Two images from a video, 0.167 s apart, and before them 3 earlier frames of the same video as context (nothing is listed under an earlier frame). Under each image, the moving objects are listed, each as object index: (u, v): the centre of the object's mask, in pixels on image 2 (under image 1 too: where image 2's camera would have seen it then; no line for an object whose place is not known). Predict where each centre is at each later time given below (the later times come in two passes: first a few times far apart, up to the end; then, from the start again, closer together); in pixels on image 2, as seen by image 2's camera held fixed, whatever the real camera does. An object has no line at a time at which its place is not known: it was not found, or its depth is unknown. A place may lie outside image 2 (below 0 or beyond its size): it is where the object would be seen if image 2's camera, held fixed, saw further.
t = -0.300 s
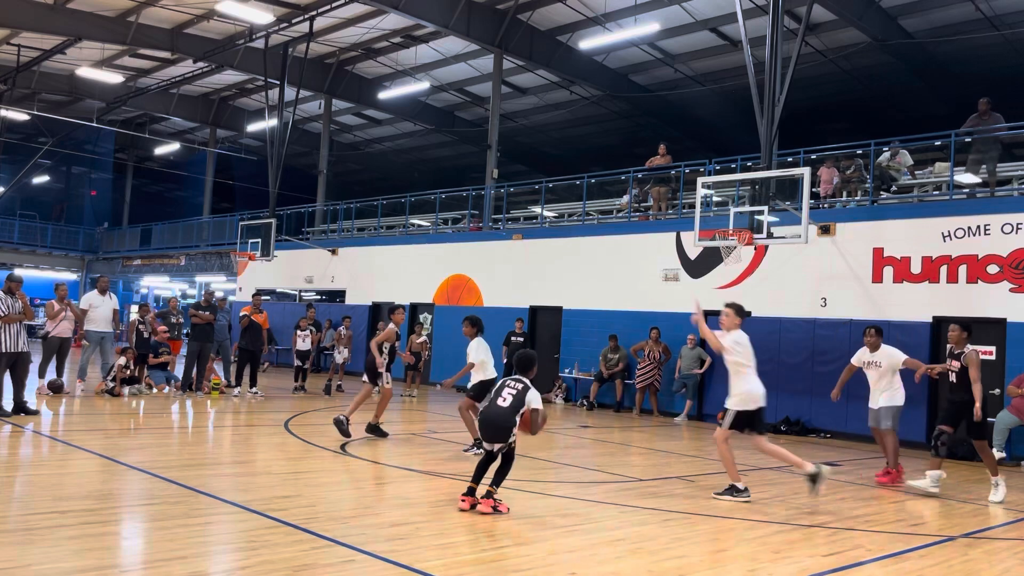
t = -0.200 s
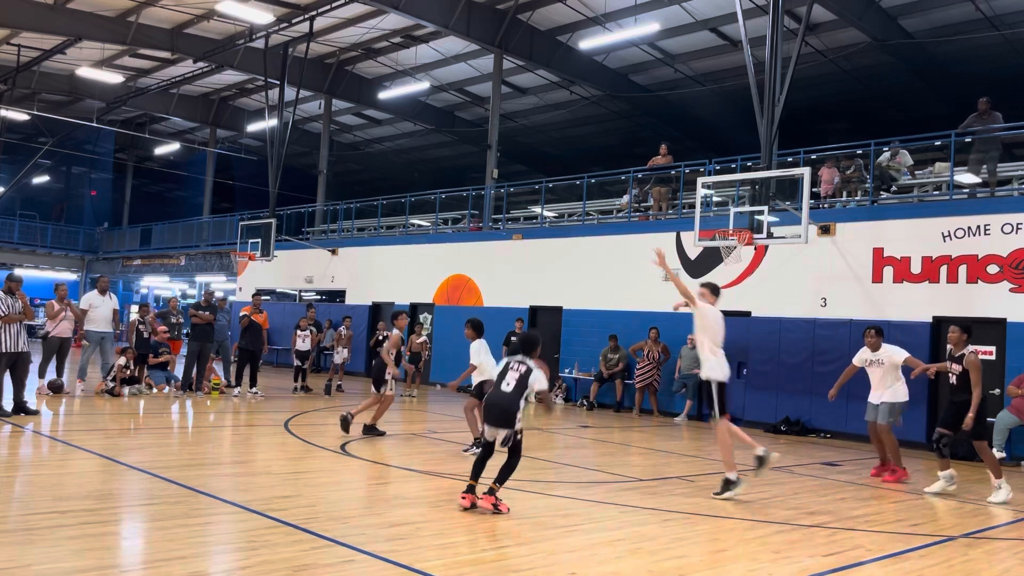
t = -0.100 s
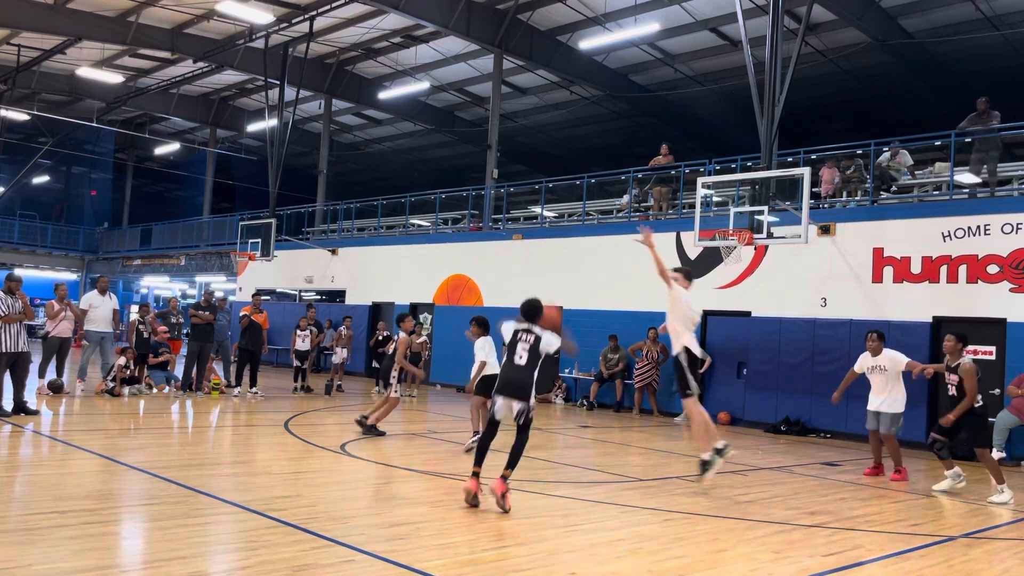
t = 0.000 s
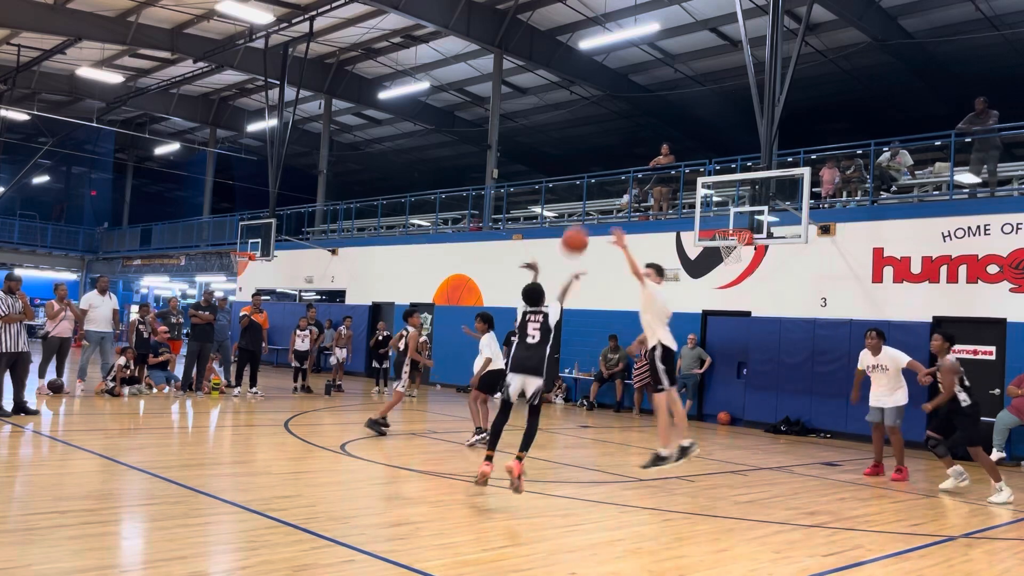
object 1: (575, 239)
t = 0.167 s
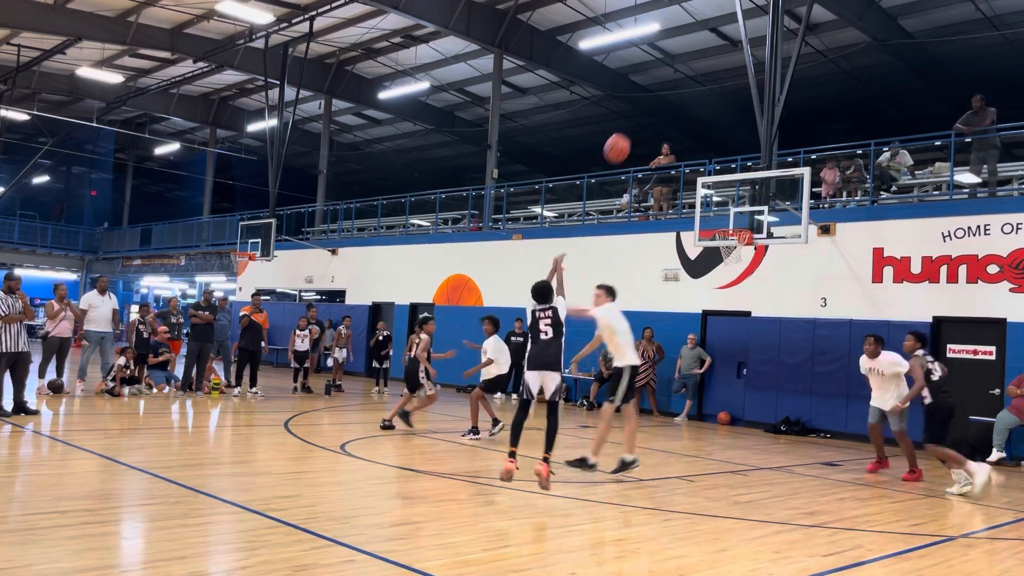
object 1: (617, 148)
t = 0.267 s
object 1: (638, 114)
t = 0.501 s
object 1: (675, 82)
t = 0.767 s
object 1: (704, 102)
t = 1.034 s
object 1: (725, 167)
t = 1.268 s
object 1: (728, 234)
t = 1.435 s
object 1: (736, 269)
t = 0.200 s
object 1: (624, 135)
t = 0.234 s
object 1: (631, 124)
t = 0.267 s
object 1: (638, 114)
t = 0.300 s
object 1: (644, 106)
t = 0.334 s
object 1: (650, 99)
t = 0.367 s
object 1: (655, 93)
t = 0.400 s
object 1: (661, 89)
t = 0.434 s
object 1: (666, 86)
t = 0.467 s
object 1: (671, 83)
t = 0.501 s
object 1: (675, 82)
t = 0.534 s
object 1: (680, 82)
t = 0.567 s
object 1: (684, 82)
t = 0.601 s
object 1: (688, 84)
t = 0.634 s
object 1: (691, 86)
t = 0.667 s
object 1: (695, 89)
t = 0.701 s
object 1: (698, 93)
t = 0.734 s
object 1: (701, 96)
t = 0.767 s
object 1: (704, 102)
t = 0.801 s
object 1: (707, 108)
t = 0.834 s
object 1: (710, 115)
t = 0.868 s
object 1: (713, 122)
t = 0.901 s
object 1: (715, 130)
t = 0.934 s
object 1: (718, 138)
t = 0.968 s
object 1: (720, 147)
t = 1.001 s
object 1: (723, 157)
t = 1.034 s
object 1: (725, 167)
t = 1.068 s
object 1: (727, 177)
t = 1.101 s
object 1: (729, 189)
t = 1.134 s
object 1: (731, 200)
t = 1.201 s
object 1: (733, 223)
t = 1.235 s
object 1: (734, 226)
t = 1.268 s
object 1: (728, 234)
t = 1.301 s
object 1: (727, 238)
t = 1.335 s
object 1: (731, 243)
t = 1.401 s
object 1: (735, 262)
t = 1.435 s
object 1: (736, 269)
